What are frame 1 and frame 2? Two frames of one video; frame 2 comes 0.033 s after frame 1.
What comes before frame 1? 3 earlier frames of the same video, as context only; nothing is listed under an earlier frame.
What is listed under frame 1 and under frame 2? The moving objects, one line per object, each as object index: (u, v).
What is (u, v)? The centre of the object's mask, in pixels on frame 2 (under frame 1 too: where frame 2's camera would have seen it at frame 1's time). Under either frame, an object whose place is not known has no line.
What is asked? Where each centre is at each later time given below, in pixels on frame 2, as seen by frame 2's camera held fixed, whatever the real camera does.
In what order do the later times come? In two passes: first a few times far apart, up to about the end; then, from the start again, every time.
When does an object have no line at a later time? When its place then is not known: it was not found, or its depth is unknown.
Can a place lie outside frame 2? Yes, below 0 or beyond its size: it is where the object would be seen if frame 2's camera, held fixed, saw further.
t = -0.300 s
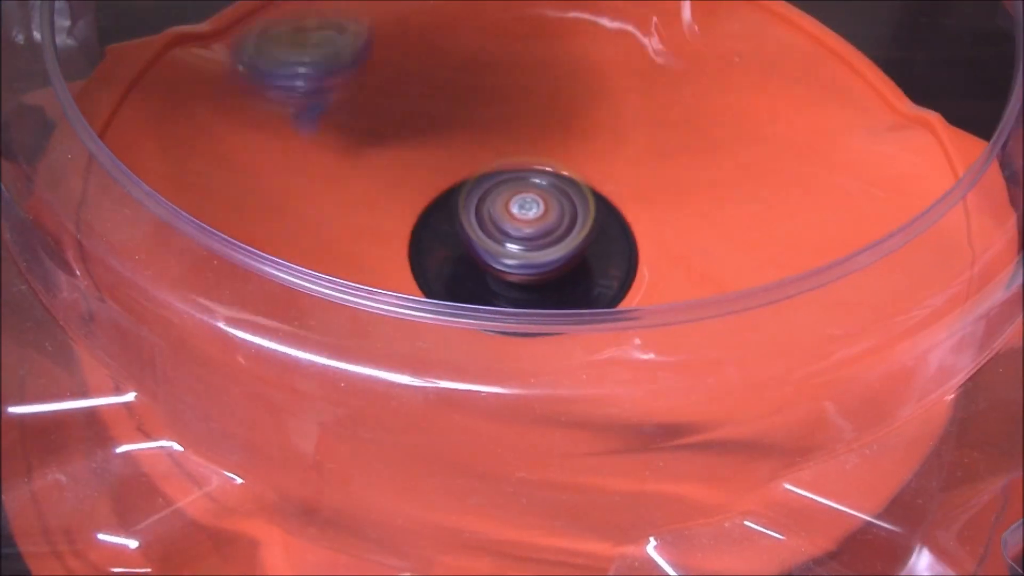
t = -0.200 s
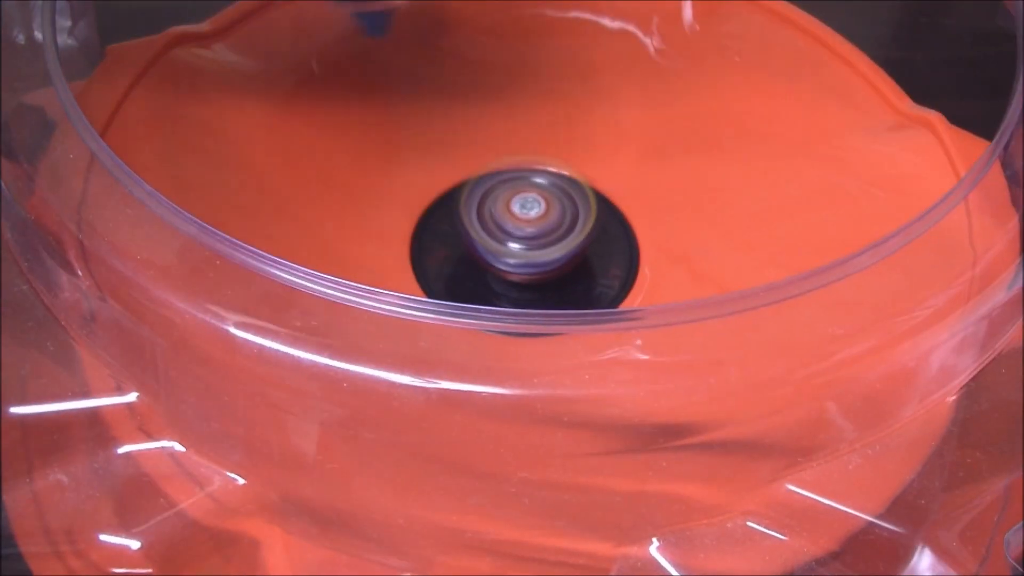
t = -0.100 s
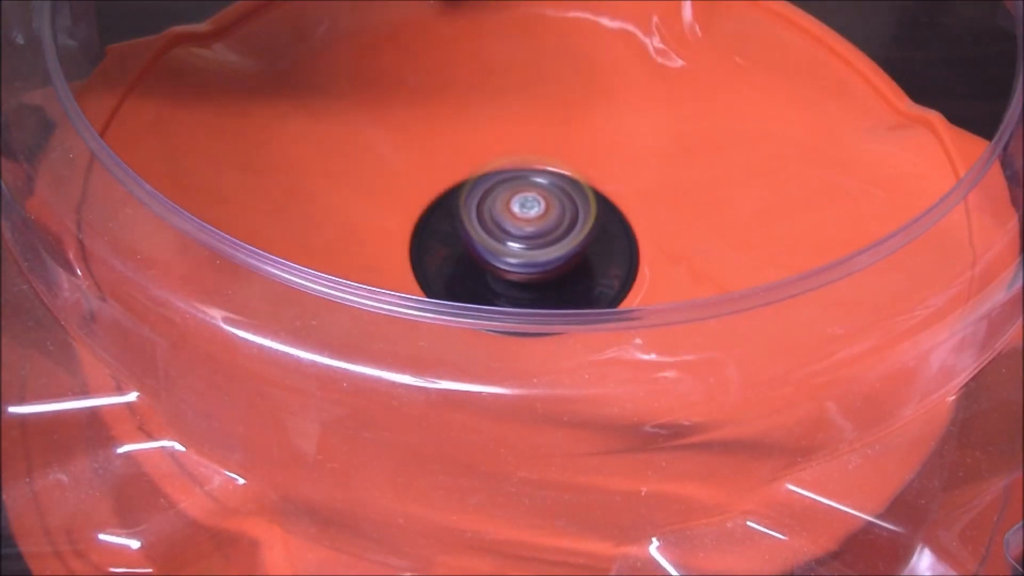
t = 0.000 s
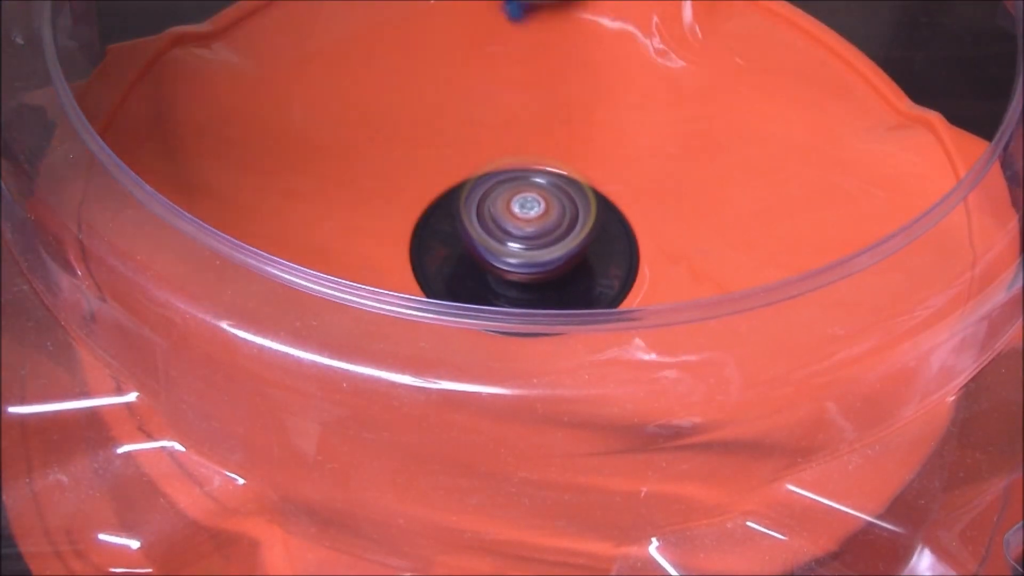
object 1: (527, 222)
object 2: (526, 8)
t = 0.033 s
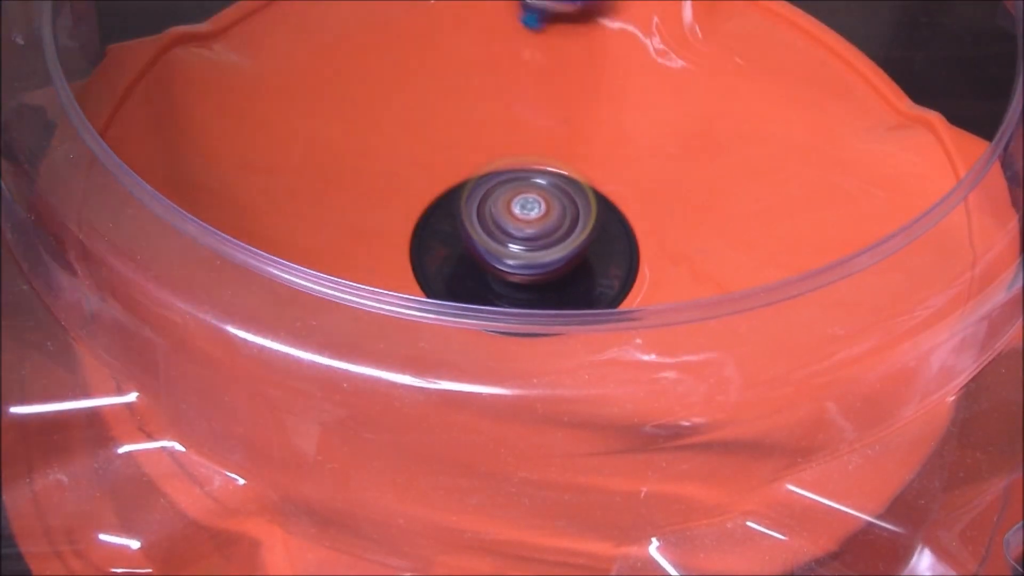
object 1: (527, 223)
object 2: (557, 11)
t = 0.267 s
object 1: (526, 222)
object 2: (644, 163)
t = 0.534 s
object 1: (525, 222)
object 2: (655, 387)
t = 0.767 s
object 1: (522, 211)
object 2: (548, 311)
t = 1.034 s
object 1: (594, 36)
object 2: (370, 380)
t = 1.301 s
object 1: (515, 43)
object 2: (498, 261)
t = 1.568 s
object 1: (464, 66)
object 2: (572, 253)
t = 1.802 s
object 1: (491, 108)
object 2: (440, 222)
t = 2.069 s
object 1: (597, 79)
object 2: (311, 248)
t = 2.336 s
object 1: (574, 141)
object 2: (409, 241)
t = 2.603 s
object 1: (702, 198)
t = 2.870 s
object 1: (673, 240)
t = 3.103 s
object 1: (642, 330)
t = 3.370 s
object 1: (491, 330)
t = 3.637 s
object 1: (351, 308)
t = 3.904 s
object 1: (353, 237)
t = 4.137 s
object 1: (194, 78)
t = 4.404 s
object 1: (326, 85)
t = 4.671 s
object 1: (664, 93)
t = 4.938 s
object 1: (750, 76)
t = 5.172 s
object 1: (622, 113)
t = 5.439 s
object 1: (536, 211)
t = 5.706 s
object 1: (532, 222)
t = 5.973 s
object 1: (532, 225)
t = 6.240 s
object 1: (527, 222)
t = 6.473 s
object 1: (525, 222)
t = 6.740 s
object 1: (528, 222)
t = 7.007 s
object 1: (527, 223)
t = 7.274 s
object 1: (527, 222)
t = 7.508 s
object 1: (527, 223)
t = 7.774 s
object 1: (518, 222)
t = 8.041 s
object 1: (527, 222)
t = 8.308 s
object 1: (526, 222)
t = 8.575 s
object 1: (525, 223)
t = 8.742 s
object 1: (526, 223)
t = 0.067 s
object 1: (527, 222)
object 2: (579, 18)
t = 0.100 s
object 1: (527, 223)
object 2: (595, 32)
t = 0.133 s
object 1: (527, 223)
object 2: (608, 45)
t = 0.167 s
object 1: (527, 223)
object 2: (619, 80)
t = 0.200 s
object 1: (527, 223)
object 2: (629, 106)
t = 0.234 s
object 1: (527, 223)
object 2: (633, 147)
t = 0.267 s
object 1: (526, 222)
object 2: (644, 163)
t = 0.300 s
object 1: (527, 222)
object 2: (660, 194)
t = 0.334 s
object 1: (526, 222)
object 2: (673, 242)
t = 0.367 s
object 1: (526, 222)
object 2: (687, 289)
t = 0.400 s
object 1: (525, 222)
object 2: (688, 278)
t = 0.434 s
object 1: (525, 223)
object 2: (687, 296)
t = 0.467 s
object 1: (526, 222)
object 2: (681, 338)
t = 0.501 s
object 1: (525, 222)
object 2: (666, 398)
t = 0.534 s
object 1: (525, 222)
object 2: (655, 387)
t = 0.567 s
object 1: (525, 222)
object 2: (641, 385)
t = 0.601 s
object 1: (525, 222)
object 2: (621, 397)
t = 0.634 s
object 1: (525, 222)
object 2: (603, 395)
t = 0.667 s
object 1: (525, 222)
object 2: (589, 388)
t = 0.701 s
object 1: (525, 221)
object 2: (572, 362)
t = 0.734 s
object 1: (524, 218)
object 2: (558, 341)
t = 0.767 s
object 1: (522, 211)
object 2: (548, 311)
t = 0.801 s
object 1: (536, 198)
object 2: (529, 295)
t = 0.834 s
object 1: (565, 174)
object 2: (490, 333)
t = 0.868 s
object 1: (587, 141)
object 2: (457, 351)
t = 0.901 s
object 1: (601, 113)
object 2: (420, 379)
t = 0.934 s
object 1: (609, 88)
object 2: (398, 380)
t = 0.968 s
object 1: (609, 65)
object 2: (381, 392)
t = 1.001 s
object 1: (604, 46)
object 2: (373, 384)
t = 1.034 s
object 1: (594, 36)
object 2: (370, 380)
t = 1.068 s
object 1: (582, 30)
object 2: (371, 387)
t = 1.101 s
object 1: (572, 27)
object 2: (377, 378)
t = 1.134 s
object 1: (562, 25)
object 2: (392, 361)
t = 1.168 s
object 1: (552, 26)
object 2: (406, 358)
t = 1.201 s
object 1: (543, 27)
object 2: (433, 327)
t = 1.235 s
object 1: (534, 30)
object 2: (460, 305)
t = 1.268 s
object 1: (524, 35)
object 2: (485, 271)
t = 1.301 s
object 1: (515, 43)
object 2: (498, 261)
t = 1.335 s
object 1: (507, 53)
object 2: (518, 243)
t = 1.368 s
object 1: (502, 69)
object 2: (537, 220)
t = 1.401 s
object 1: (496, 87)
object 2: (551, 194)
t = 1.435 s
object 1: (489, 87)
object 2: (566, 194)
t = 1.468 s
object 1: (478, 74)
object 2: (578, 216)
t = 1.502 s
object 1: (470, 66)
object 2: (583, 233)
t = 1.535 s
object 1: (465, 64)
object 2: (579, 245)
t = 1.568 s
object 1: (464, 66)
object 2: (572, 253)
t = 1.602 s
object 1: (465, 71)
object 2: (561, 257)
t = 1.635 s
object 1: (467, 78)
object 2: (542, 254)
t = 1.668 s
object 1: (469, 85)
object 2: (523, 248)
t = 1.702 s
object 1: (472, 93)
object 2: (498, 239)
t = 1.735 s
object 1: (474, 101)
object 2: (482, 229)
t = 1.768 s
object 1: (478, 109)
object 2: (464, 221)
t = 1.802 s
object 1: (491, 108)
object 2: (440, 222)
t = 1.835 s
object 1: (515, 94)
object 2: (413, 230)
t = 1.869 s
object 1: (539, 81)
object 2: (389, 237)
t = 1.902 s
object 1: (562, 73)
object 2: (365, 239)
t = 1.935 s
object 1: (581, 68)
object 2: (346, 239)
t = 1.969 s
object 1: (592, 66)
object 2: (333, 238)
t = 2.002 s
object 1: (599, 68)
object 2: (323, 238)
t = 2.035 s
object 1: (600, 73)
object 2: (317, 238)
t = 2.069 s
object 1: (597, 79)
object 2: (311, 248)
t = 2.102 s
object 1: (594, 86)
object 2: (311, 250)
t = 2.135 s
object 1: (590, 93)
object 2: (315, 251)
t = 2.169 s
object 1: (586, 101)
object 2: (322, 252)
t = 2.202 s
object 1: (581, 110)
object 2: (338, 244)
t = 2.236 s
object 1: (577, 117)
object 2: (351, 246)
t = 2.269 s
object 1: (573, 126)
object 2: (369, 248)
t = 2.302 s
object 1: (571, 135)
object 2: (390, 246)
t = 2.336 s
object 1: (574, 141)
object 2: (409, 241)
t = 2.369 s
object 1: (581, 150)
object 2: (431, 231)
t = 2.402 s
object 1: (591, 161)
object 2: (455, 223)
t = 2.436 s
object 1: (612, 169)
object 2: (462, 214)
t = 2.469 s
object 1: (643, 174)
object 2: (451, 209)
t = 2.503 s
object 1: (670, 180)
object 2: (441, 205)
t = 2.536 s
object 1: (687, 188)
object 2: (434, 201)
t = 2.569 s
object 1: (697, 192)
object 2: (429, 199)
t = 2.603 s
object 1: (702, 198)
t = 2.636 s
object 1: (705, 204)
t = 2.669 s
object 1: (704, 209)
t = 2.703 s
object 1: (701, 215)
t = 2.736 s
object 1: (698, 220)
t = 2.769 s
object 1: (693, 225)
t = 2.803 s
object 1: (687, 230)
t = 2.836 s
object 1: (681, 236)
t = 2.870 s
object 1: (673, 240)
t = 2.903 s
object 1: (676, 248)
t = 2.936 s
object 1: (681, 259)
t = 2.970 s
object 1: (686, 283)
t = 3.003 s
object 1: (676, 302)
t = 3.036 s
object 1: (664, 307)
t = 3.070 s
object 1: (654, 328)
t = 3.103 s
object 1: (642, 330)
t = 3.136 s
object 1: (626, 332)
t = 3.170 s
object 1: (607, 333)
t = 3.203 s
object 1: (591, 331)
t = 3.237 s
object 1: (574, 333)
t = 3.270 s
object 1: (557, 333)
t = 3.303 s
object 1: (537, 333)
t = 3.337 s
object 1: (516, 332)
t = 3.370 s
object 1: (491, 330)
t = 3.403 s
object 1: (471, 328)
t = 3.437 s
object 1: (448, 326)
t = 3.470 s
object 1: (428, 322)
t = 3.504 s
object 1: (406, 321)
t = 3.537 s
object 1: (388, 319)
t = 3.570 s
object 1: (374, 319)
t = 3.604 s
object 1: (359, 316)
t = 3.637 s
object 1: (351, 308)
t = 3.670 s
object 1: (348, 305)
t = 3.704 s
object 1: (353, 306)
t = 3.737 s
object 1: (350, 305)
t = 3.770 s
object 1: (350, 283)
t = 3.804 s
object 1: (351, 275)
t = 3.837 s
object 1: (352, 263)
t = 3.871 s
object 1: (353, 245)
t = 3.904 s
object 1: (353, 237)
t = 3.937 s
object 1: (356, 234)
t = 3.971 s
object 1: (360, 225)
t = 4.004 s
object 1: (331, 202)
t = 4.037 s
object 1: (276, 165)
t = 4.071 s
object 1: (236, 132)
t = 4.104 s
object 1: (210, 100)
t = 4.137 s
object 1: (194, 78)
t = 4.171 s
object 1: (192, 64)
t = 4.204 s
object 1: (193, 54)
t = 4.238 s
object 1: (203, 55)
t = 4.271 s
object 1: (216, 57)
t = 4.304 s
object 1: (235, 62)
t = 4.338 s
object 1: (260, 69)
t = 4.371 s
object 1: (288, 78)
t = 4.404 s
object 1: (326, 85)
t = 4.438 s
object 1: (366, 92)
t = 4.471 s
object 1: (408, 95)
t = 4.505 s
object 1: (455, 98)
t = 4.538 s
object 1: (503, 99)
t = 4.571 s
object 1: (545, 98)
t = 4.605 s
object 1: (588, 97)
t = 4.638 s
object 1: (628, 95)
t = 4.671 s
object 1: (664, 93)
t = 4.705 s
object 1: (694, 89)
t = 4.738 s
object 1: (720, 84)
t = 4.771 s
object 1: (739, 78)
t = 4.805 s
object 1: (752, 75)
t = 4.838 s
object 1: (760, 74)
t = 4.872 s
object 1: (762, 74)
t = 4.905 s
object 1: (759, 74)
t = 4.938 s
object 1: (750, 76)
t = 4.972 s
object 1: (737, 80)
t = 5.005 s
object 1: (720, 85)
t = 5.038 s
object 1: (701, 90)
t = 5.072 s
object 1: (681, 94)
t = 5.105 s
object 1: (660, 100)
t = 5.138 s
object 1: (640, 107)
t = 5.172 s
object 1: (622, 113)
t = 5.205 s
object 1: (605, 120)
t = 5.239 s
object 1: (589, 129)
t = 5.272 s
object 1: (574, 139)
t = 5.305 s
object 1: (563, 147)
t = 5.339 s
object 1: (553, 156)
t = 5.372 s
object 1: (549, 175)
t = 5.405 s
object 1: (544, 192)
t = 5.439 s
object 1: (536, 211)
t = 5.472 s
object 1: (516, 228)
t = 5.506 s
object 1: (497, 228)
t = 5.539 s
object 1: (514, 223)
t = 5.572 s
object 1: (531, 236)
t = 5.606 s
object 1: (521, 232)
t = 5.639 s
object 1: (539, 224)
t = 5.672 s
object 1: (547, 232)
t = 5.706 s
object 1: (532, 222)
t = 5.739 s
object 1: (542, 216)
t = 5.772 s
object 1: (535, 222)
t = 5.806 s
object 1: (520, 215)
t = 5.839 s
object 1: (524, 218)
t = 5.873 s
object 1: (516, 225)
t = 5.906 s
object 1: (516, 224)
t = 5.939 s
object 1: (529, 226)
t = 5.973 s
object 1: (532, 225)
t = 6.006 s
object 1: (534, 221)
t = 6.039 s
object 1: (526, 221)
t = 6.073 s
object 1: (523, 222)
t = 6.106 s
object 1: (526, 223)
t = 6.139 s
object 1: (526, 222)
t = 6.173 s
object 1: (527, 222)
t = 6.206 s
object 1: (526, 222)
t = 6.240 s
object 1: (527, 222)
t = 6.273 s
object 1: (526, 222)
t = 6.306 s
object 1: (524, 222)
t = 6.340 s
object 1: (527, 222)
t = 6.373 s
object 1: (525, 221)
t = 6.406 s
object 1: (526, 221)
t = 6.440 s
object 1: (525, 222)
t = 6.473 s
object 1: (525, 222)
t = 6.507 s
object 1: (527, 221)
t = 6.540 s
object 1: (524, 221)
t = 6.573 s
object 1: (527, 222)
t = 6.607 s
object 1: (527, 222)
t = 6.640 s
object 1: (526, 221)
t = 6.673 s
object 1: (526, 222)
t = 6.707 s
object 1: (527, 222)
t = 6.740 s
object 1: (528, 222)
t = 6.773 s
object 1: (527, 222)
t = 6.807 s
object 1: (527, 223)
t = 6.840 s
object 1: (527, 222)
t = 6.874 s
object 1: (525, 222)
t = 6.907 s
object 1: (526, 222)
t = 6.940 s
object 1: (527, 221)
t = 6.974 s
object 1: (525, 222)
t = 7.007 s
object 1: (527, 223)
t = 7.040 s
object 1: (527, 222)
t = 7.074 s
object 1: (526, 222)
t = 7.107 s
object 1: (526, 222)
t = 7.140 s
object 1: (527, 222)
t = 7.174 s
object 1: (527, 222)
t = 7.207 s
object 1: (527, 222)
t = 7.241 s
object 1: (527, 222)
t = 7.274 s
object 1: (527, 222)
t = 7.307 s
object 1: (526, 222)
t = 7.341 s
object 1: (527, 222)
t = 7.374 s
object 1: (526, 222)
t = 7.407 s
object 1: (526, 222)
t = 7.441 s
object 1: (524, 226)
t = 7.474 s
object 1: (528, 222)
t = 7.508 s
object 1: (527, 223)
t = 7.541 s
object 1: (527, 222)
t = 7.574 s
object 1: (527, 222)
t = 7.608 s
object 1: (527, 222)
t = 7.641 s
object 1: (527, 222)
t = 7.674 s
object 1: (527, 222)
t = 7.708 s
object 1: (527, 221)
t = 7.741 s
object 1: (519, 224)
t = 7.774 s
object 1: (518, 222)
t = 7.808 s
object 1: (521, 227)
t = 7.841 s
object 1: (527, 225)
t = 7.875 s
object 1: (532, 224)
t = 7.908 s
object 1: (531, 221)
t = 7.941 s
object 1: (527, 222)
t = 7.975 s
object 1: (524, 221)
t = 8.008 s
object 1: (526, 222)
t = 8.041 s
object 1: (527, 222)
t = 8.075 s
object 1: (526, 222)
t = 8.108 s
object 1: (526, 223)
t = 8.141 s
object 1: (527, 223)
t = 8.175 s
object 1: (527, 222)
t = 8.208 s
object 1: (526, 222)
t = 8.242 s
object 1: (526, 222)
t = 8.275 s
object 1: (527, 222)
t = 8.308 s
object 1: (526, 222)
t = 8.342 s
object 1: (527, 222)
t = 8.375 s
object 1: (526, 222)
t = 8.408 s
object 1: (526, 222)
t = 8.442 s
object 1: (526, 222)
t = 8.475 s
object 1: (526, 222)
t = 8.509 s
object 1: (526, 222)
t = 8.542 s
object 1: (525, 223)
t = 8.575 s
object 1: (525, 223)
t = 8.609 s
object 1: (525, 223)
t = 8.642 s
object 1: (525, 223)
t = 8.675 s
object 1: (526, 223)
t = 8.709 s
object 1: (526, 223)
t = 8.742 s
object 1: (526, 223)
